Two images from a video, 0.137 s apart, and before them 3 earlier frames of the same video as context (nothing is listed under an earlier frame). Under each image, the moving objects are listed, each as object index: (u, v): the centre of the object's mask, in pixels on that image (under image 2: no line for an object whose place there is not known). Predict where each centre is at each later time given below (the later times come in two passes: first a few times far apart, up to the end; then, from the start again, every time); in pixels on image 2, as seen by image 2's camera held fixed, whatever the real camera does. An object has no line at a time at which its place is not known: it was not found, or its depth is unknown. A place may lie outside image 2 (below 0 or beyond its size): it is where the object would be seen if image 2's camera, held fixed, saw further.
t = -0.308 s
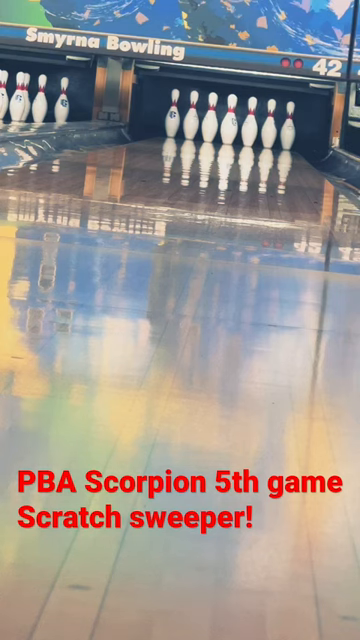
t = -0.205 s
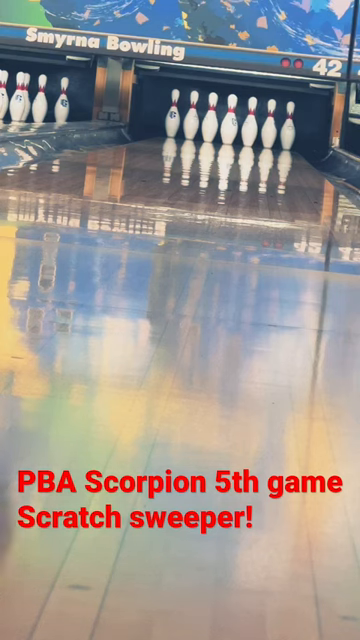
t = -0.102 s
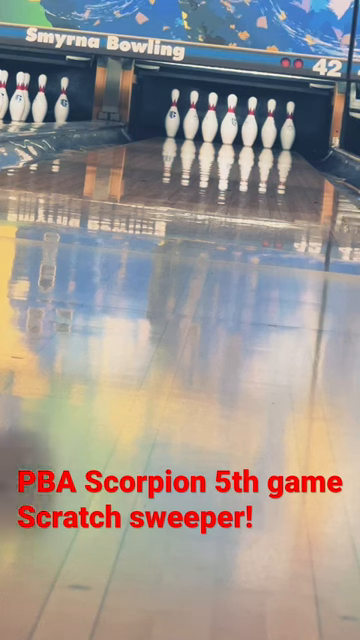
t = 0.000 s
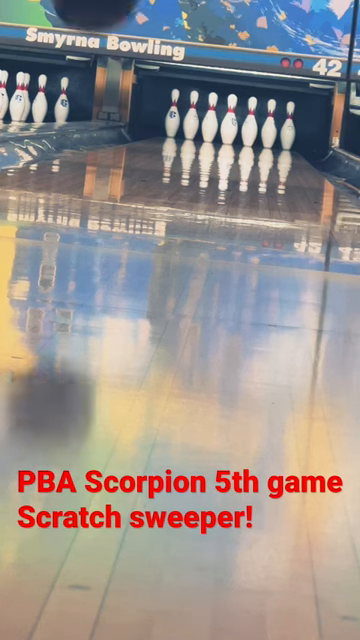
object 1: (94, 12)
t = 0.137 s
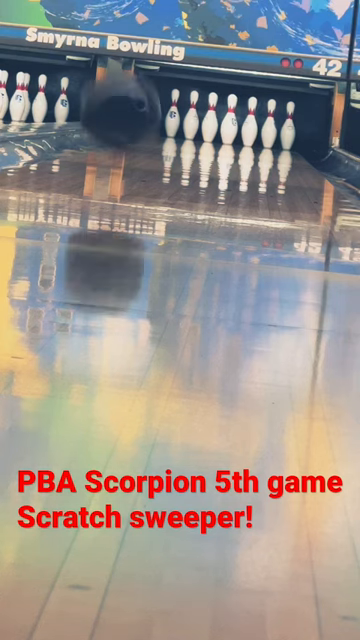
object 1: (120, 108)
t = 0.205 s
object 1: (133, 146)
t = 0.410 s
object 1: (172, 147)
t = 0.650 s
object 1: (208, 146)
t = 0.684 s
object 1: (212, 146)
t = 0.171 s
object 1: (124, 146)
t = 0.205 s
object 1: (133, 146)
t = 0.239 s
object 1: (140, 145)
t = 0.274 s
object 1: (147, 147)
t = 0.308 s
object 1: (153, 148)
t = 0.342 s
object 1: (160, 148)
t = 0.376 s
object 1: (167, 148)
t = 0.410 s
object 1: (172, 147)
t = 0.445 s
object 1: (178, 147)
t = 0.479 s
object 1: (184, 147)
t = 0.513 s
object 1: (189, 147)
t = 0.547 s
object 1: (194, 147)
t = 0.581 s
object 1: (199, 146)
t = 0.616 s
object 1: (203, 146)
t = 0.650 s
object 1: (208, 146)
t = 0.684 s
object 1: (212, 146)
